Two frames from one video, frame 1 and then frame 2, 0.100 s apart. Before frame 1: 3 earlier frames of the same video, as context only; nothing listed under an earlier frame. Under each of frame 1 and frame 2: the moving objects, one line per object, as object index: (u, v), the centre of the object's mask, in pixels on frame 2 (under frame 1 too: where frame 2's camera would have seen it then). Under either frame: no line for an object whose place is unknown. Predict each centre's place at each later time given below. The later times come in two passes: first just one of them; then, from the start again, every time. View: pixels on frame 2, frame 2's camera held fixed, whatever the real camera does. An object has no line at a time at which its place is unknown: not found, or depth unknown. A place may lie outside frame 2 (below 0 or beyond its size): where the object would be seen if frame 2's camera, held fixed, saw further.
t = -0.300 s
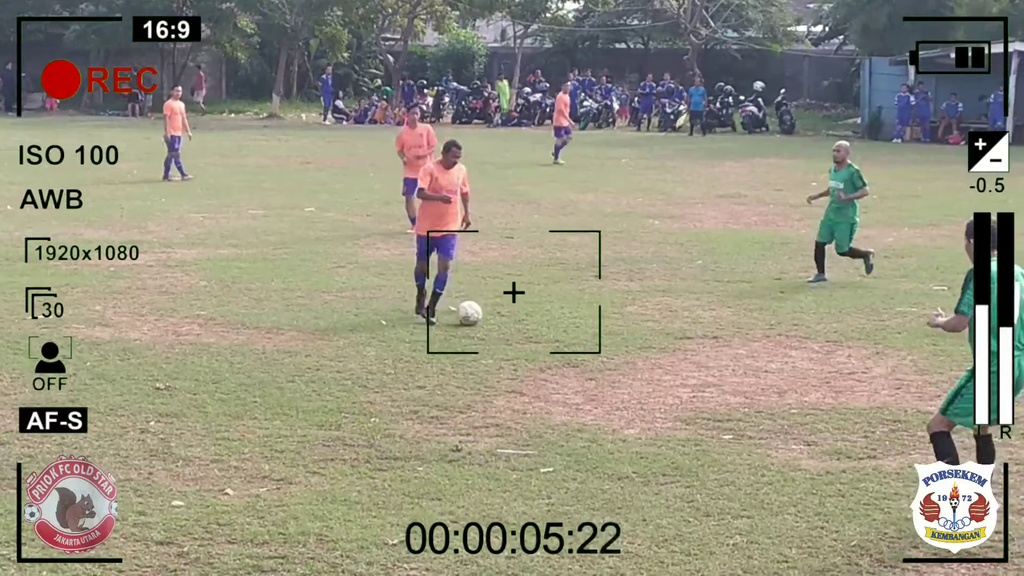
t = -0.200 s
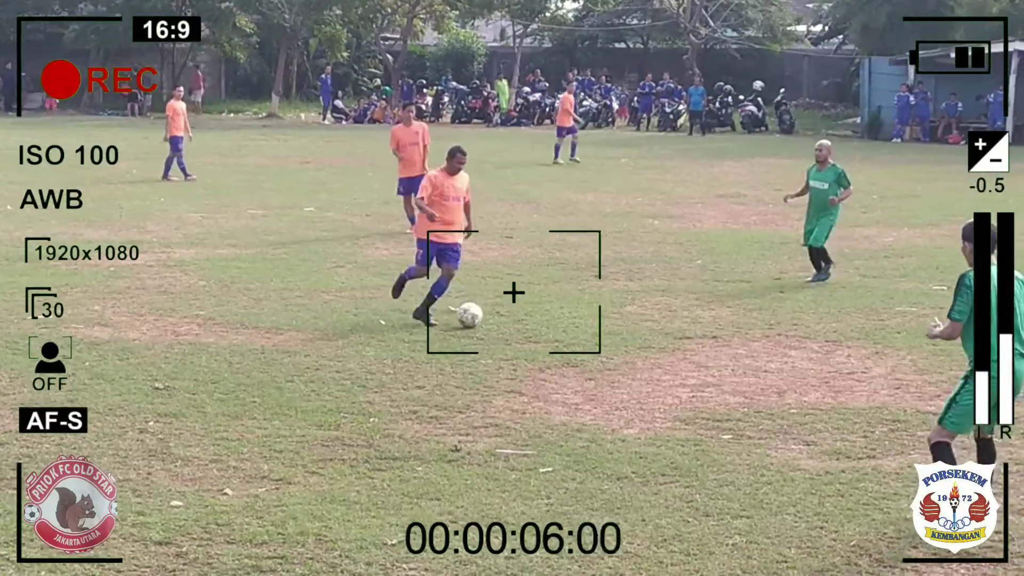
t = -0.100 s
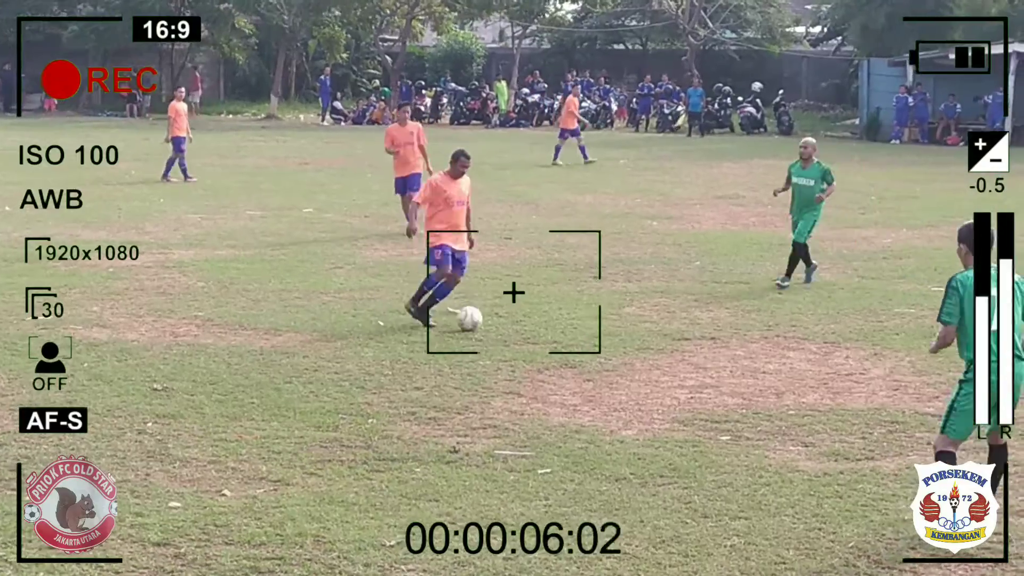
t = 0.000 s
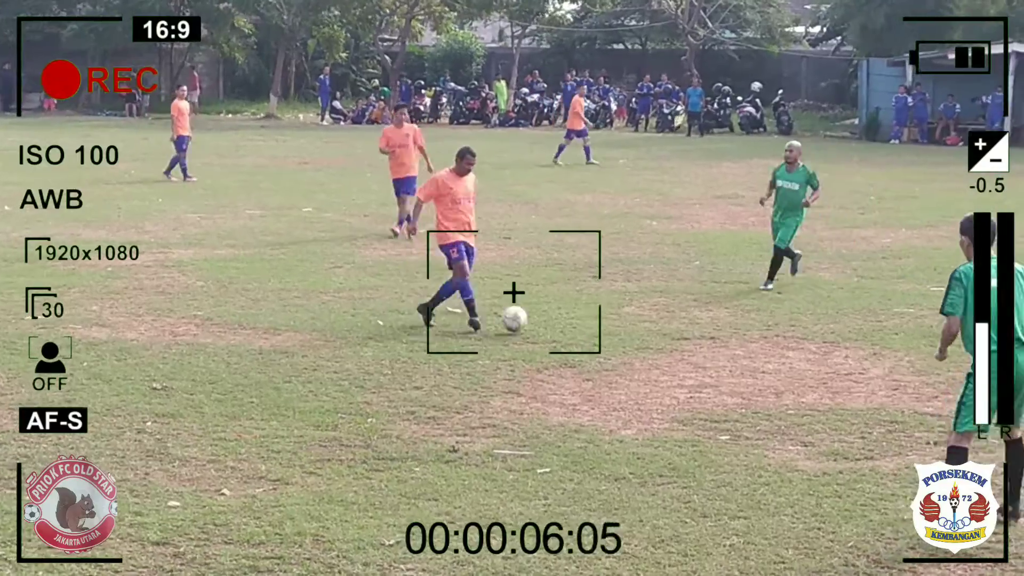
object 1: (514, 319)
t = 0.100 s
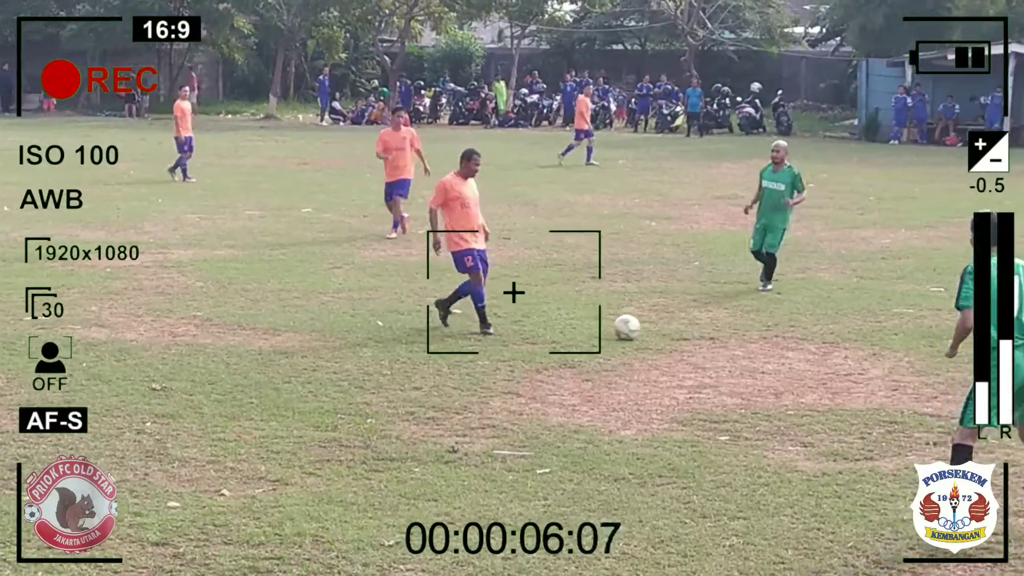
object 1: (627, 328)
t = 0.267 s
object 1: (796, 328)
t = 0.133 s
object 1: (661, 327)
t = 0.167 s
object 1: (695, 325)
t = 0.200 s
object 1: (728, 324)
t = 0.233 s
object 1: (762, 325)
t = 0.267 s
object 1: (796, 328)
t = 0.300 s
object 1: (830, 332)
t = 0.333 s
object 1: (864, 338)
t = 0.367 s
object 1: (894, 336)
